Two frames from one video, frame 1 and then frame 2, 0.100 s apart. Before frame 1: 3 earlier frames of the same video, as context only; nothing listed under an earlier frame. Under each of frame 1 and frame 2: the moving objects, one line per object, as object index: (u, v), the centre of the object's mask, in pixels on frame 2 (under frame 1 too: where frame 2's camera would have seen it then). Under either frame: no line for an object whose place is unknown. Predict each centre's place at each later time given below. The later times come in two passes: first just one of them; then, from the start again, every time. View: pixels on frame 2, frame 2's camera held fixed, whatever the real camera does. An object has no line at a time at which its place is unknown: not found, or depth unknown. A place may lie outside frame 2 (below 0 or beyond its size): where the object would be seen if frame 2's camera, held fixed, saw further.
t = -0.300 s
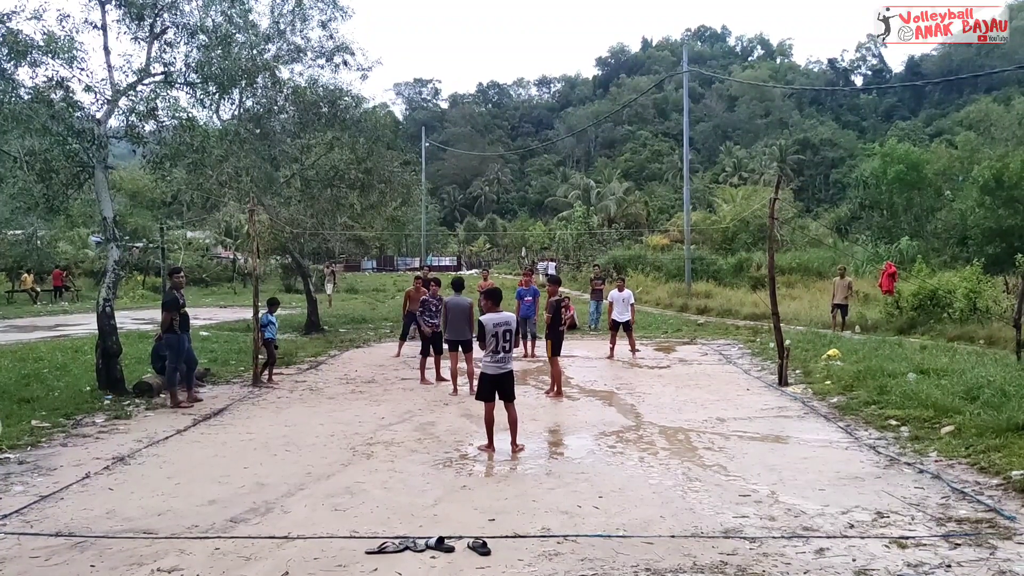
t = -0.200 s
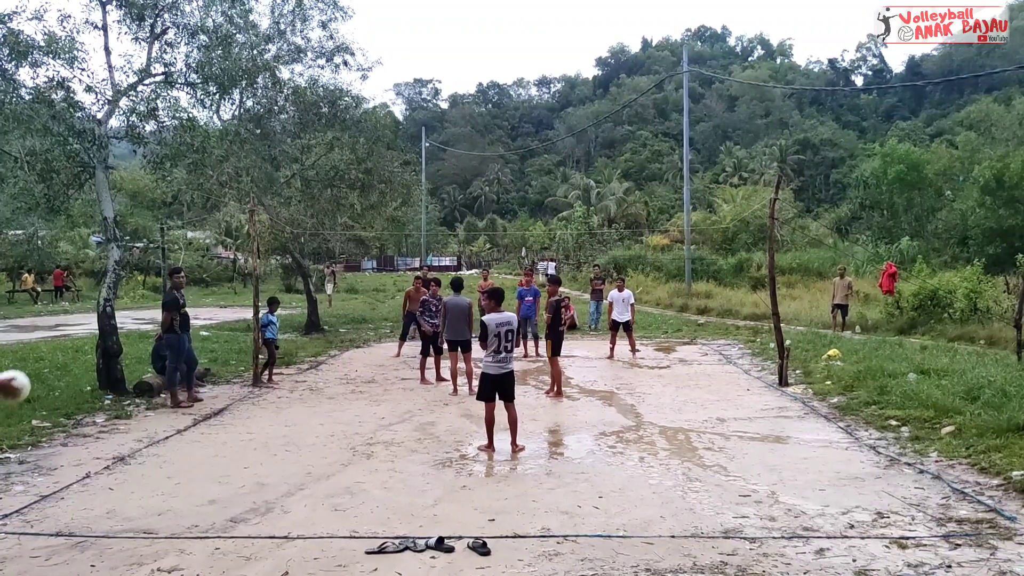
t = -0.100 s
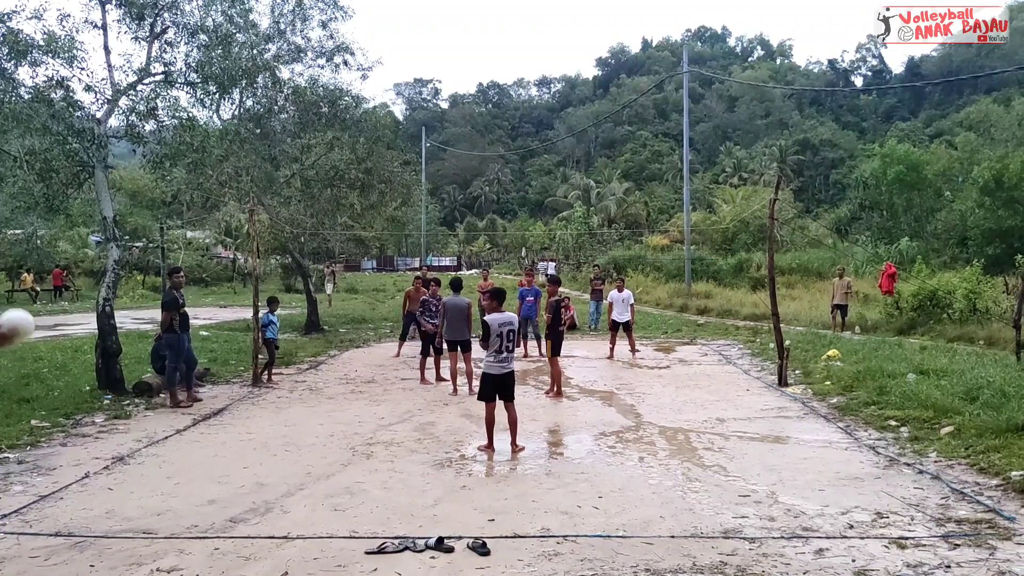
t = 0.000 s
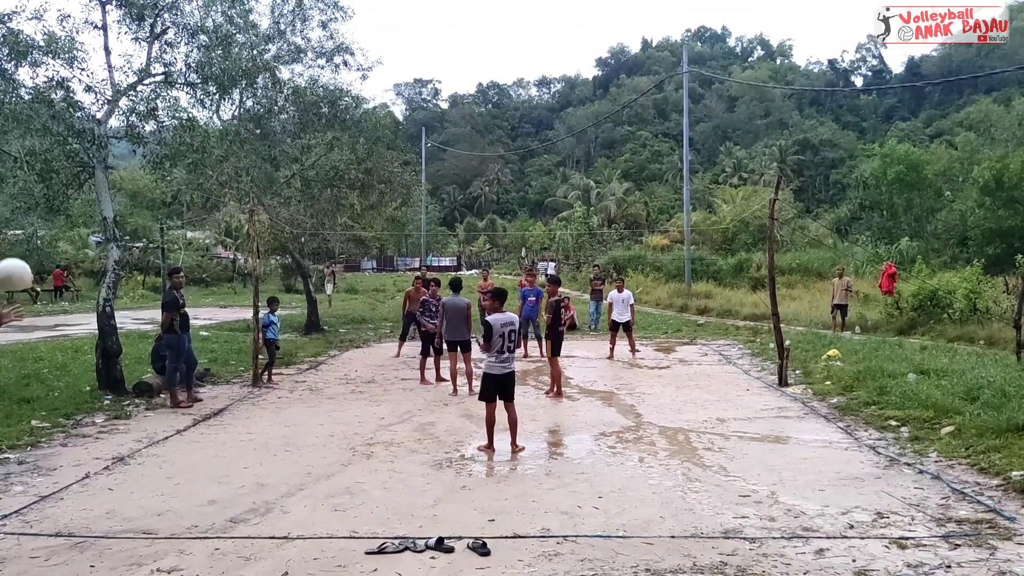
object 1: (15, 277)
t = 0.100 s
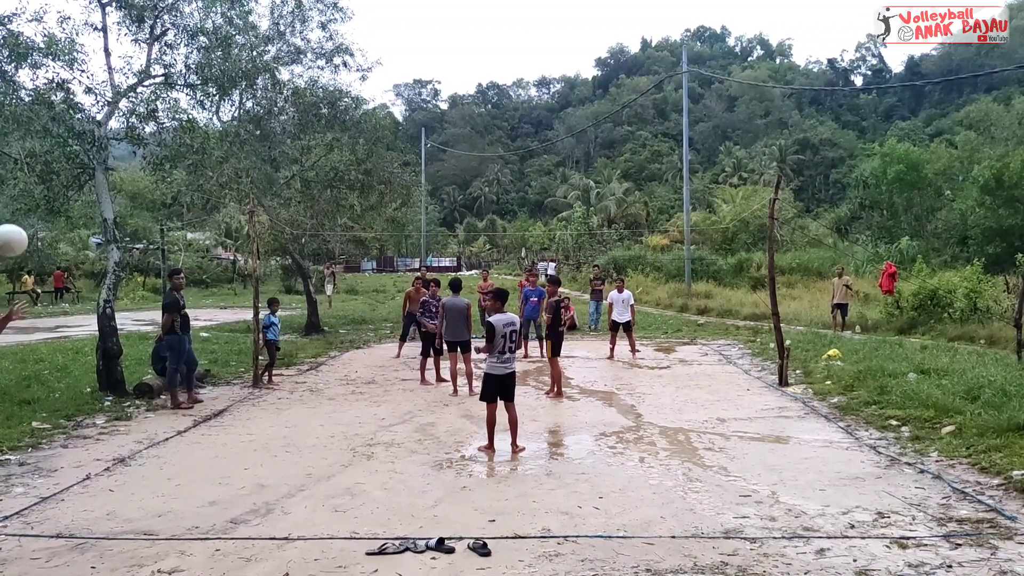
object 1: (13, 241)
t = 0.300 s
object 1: (9, 214)
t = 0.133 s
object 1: (12, 233)
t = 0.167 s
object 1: (11, 226)
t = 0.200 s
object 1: (11, 220)
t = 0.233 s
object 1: (10, 216)
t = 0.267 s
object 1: (9, 214)
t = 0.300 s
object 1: (9, 214)
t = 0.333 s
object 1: (8, 215)
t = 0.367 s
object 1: (8, 219)
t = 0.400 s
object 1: (7, 223)
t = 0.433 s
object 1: (7, 229)
